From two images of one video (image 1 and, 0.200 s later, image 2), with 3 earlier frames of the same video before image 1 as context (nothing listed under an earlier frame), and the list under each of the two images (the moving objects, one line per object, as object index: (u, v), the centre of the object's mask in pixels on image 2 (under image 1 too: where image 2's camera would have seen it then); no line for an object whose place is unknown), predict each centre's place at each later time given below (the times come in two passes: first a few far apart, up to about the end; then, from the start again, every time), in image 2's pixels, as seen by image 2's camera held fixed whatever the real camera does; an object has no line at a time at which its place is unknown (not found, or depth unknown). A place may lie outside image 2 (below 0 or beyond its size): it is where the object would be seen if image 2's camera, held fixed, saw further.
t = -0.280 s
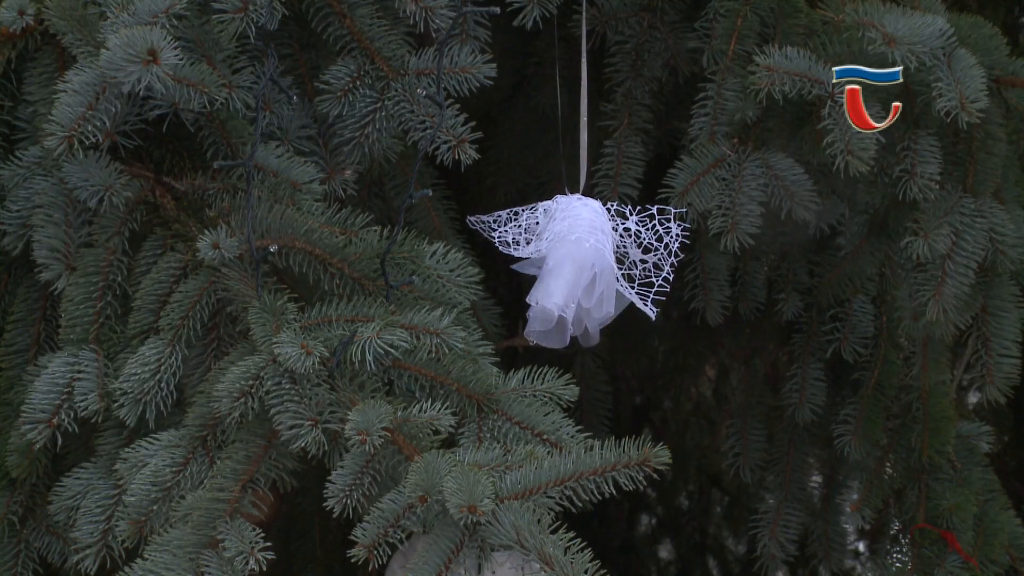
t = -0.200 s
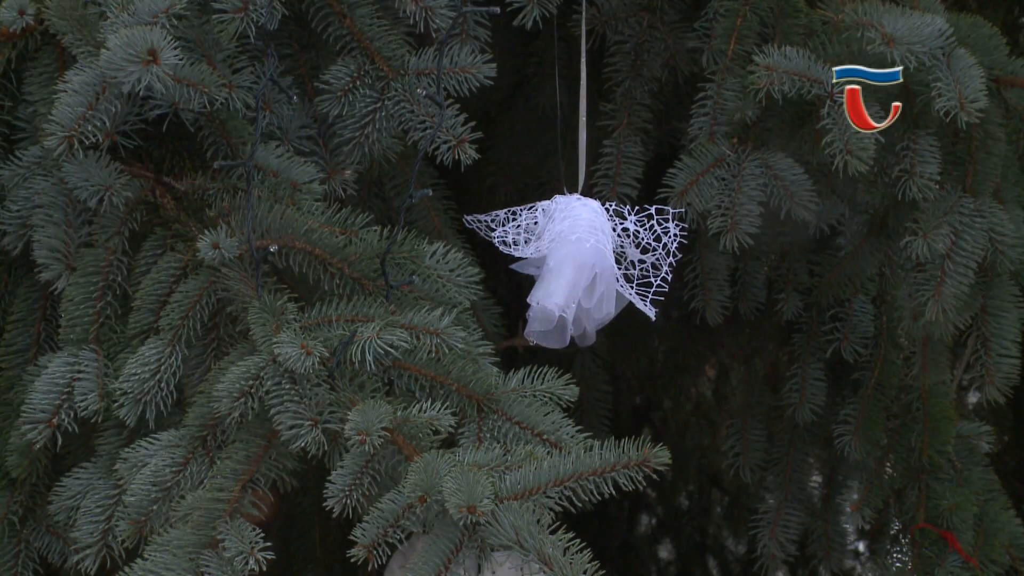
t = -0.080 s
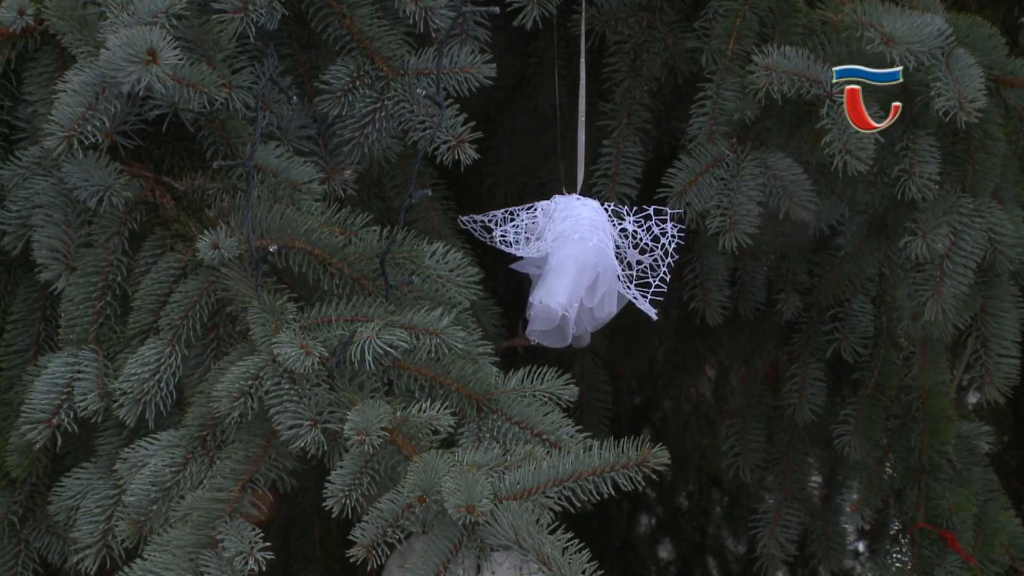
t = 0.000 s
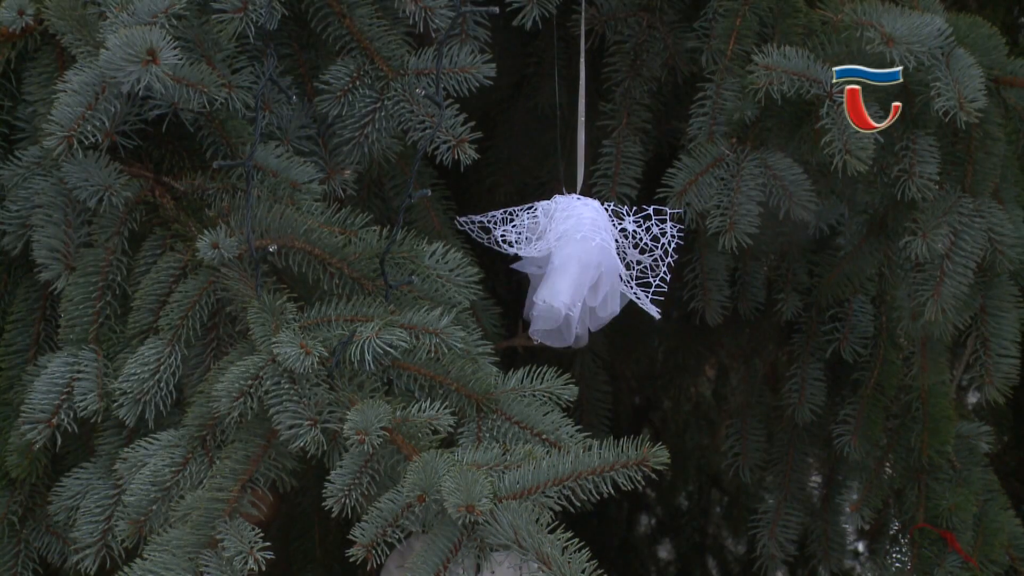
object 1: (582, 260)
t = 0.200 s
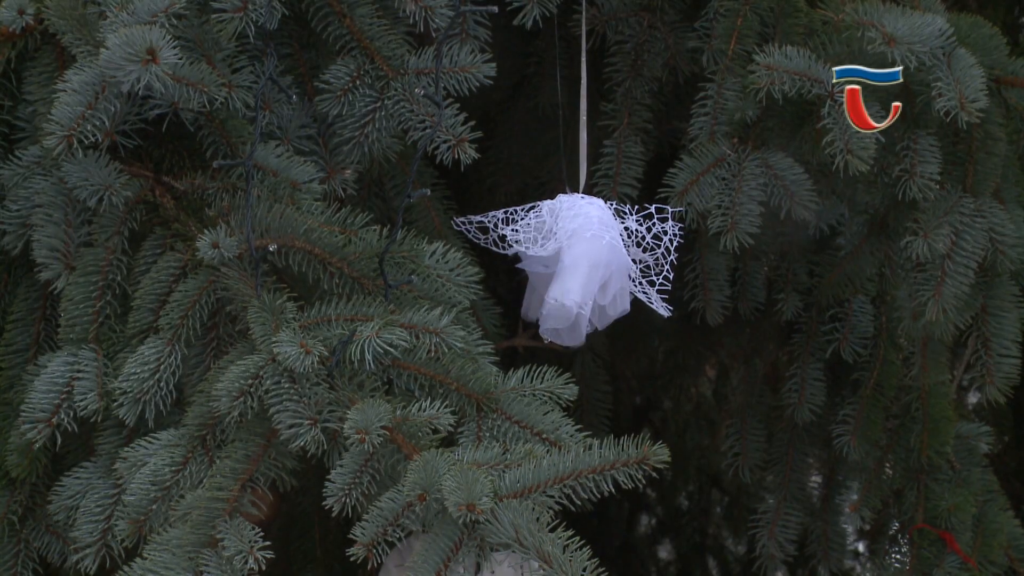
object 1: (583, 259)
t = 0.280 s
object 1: (583, 259)
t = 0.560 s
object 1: (579, 261)
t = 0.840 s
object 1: (573, 263)
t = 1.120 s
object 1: (576, 262)
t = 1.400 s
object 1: (581, 261)
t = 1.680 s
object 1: (579, 260)
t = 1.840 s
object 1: (579, 260)
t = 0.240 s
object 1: (583, 259)
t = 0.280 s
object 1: (583, 259)
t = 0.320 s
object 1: (583, 259)
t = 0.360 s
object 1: (583, 260)
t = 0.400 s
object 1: (582, 260)
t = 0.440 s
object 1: (582, 260)
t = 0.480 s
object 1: (581, 261)
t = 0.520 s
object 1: (580, 261)
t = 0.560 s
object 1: (579, 261)
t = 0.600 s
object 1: (578, 261)
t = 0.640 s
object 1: (577, 262)
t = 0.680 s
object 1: (576, 262)
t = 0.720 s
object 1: (575, 262)
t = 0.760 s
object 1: (575, 262)
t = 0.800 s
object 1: (574, 263)
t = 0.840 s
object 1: (573, 263)
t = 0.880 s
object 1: (573, 263)
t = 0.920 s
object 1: (573, 263)
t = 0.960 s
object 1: (573, 263)
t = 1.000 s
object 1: (573, 262)
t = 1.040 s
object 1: (574, 262)
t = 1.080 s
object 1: (575, 262)
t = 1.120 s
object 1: (576, 262)
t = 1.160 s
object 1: (577, 262)
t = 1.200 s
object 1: (577, 262)
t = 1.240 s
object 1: (578, 262)
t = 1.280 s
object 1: (579, 261)
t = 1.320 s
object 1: (580, 261)
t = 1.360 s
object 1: (580, 261)
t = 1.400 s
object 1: (581, 261)
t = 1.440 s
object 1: (581, 261)
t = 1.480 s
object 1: (581, 260)
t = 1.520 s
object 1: (581, 260)
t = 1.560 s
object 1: (580, 260)
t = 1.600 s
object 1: (580, 260)
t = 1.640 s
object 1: (579, 260)
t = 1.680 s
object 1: (579, 260)
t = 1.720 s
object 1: (579, 260)
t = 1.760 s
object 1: (579, 260)
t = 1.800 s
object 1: (579, 260)
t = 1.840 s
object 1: (579, 260)
